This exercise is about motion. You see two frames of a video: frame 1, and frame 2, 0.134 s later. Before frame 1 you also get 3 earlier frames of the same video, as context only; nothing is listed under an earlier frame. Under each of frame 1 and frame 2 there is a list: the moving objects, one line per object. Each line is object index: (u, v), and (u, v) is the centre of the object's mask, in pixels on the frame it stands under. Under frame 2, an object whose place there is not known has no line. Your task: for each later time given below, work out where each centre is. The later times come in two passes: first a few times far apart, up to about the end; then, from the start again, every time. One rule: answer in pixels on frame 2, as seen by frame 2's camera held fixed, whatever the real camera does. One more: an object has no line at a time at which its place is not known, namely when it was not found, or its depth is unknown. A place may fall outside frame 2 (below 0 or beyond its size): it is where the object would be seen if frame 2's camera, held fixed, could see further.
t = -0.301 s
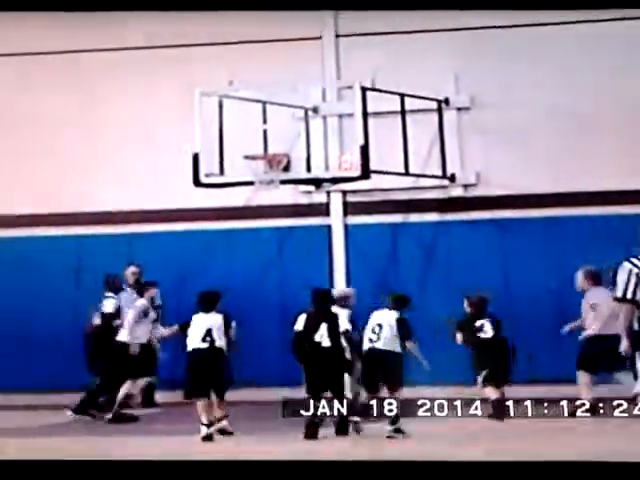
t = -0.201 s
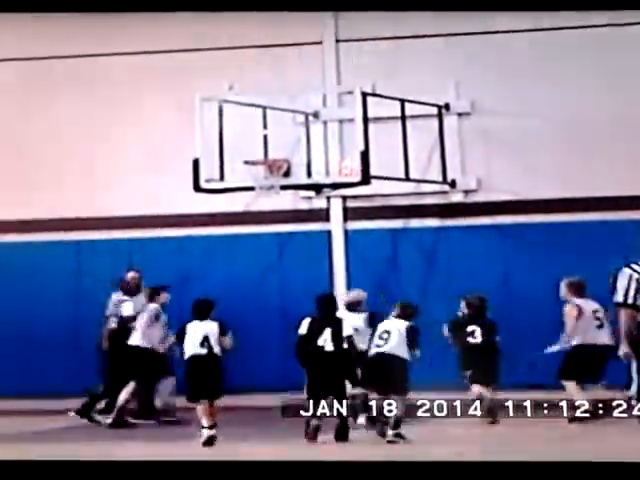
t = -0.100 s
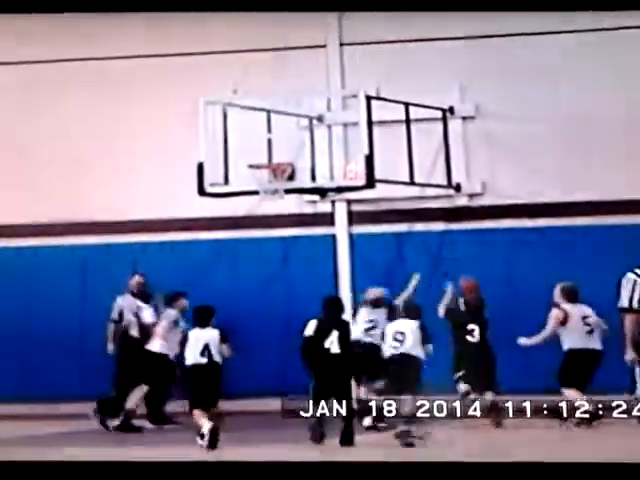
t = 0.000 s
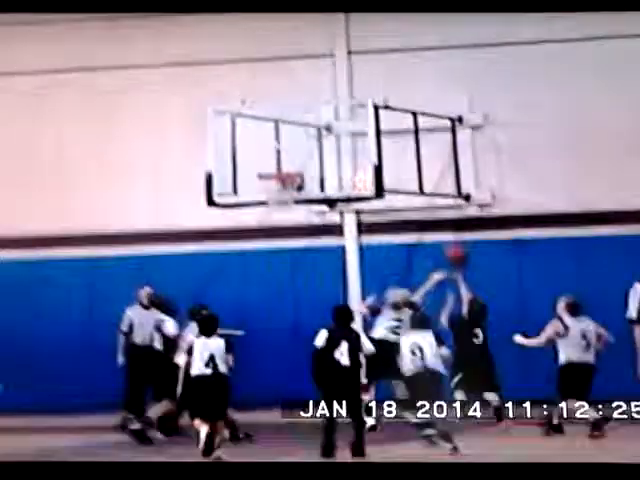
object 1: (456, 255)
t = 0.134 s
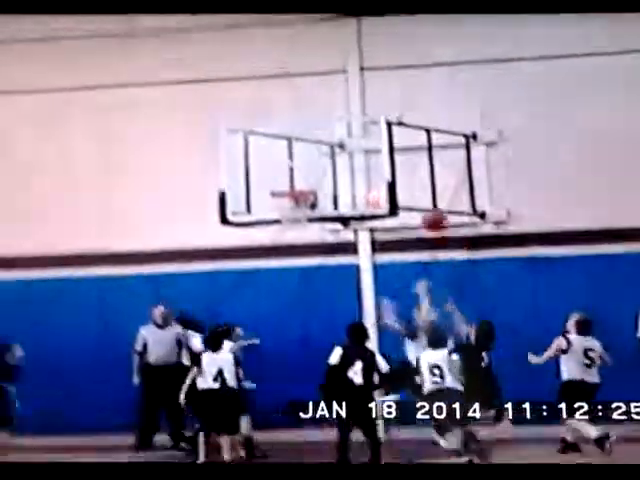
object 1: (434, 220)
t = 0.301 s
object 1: (392, 181)
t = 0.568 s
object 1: (333, 166)
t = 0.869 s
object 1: (283, 195)
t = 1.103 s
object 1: (295, 227)
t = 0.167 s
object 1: (425, 210)
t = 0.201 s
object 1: (415, 202)
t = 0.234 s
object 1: (408, 193)
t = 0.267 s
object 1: (399, 186)
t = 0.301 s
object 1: (392, 181)
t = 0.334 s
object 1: (383, 176)
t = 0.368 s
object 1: (375, 172)
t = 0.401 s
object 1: (368, 169)
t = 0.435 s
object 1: (361, 167)
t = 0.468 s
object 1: (353, 165)
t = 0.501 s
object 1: (347, 164)
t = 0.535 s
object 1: (339, 164)
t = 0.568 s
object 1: (333, 166)
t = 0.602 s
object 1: (328, 168)
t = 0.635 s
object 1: (321, 171)
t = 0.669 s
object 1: (316, 175)
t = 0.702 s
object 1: (311, 180)
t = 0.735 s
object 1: (304, 184)
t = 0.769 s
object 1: (300, 188)
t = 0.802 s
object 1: (294, 190)
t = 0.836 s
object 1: (287, 193)
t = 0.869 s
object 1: (283, 195)
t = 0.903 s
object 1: (284, 198)
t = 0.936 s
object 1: (284, 205)
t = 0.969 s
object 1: (287, 206)
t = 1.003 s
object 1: (290, 212)
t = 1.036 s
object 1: (292, 214)
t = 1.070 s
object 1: (293, 221)
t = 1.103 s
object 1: (295, 227)
